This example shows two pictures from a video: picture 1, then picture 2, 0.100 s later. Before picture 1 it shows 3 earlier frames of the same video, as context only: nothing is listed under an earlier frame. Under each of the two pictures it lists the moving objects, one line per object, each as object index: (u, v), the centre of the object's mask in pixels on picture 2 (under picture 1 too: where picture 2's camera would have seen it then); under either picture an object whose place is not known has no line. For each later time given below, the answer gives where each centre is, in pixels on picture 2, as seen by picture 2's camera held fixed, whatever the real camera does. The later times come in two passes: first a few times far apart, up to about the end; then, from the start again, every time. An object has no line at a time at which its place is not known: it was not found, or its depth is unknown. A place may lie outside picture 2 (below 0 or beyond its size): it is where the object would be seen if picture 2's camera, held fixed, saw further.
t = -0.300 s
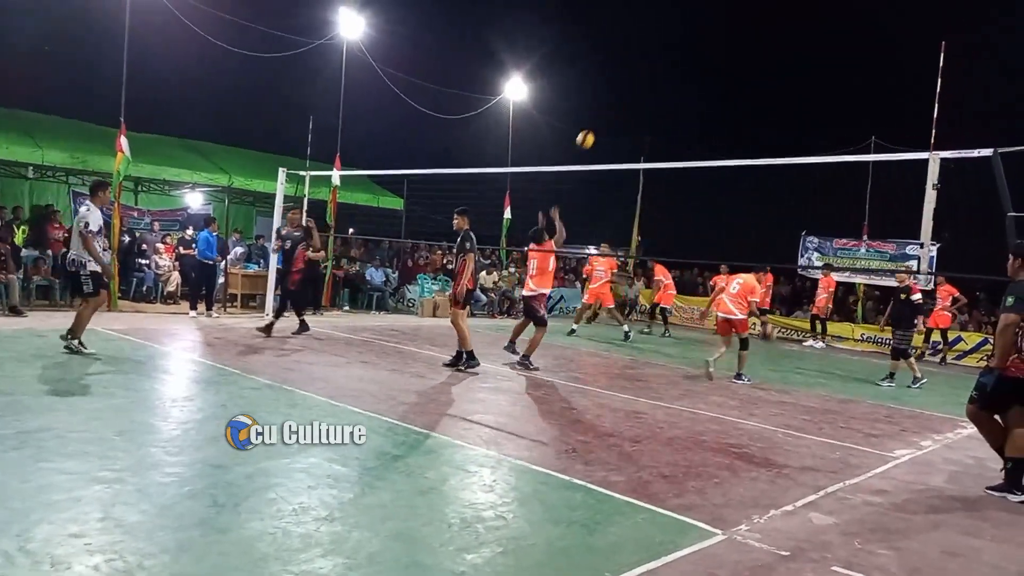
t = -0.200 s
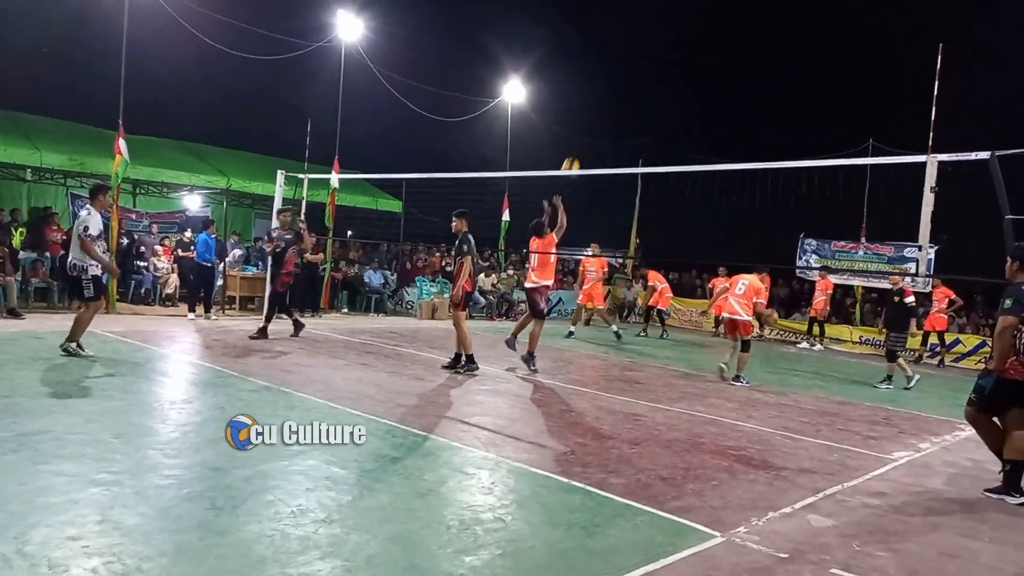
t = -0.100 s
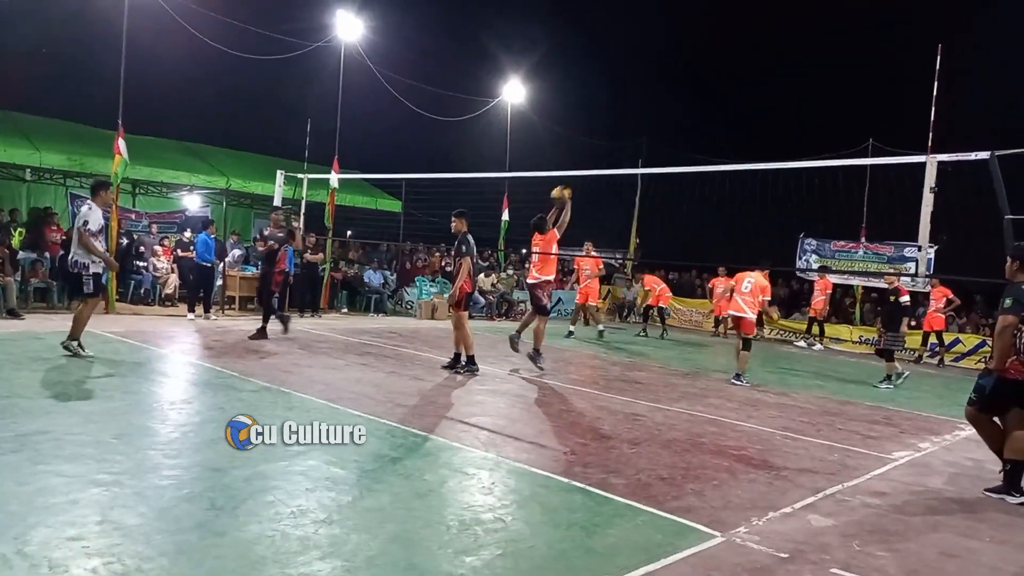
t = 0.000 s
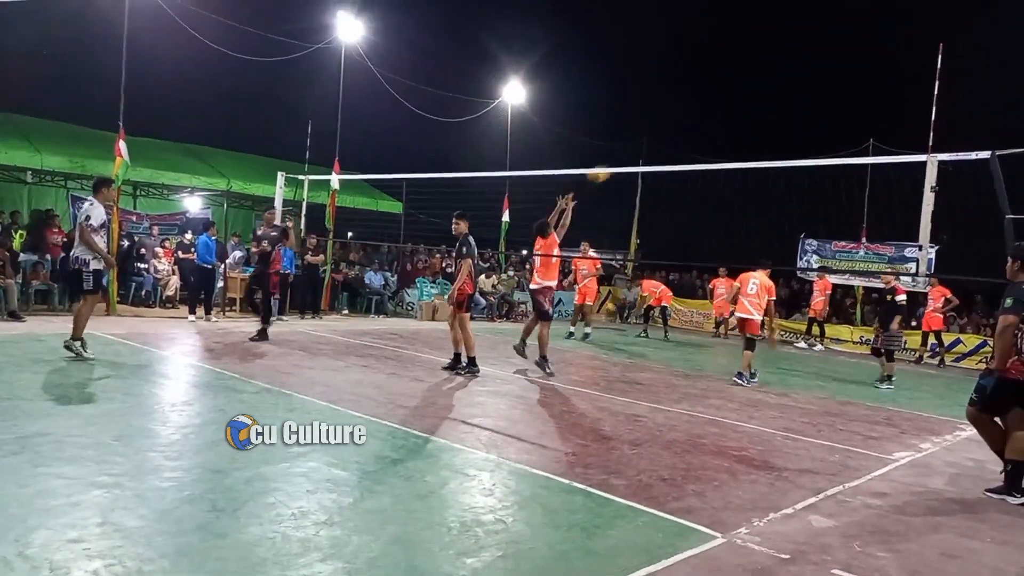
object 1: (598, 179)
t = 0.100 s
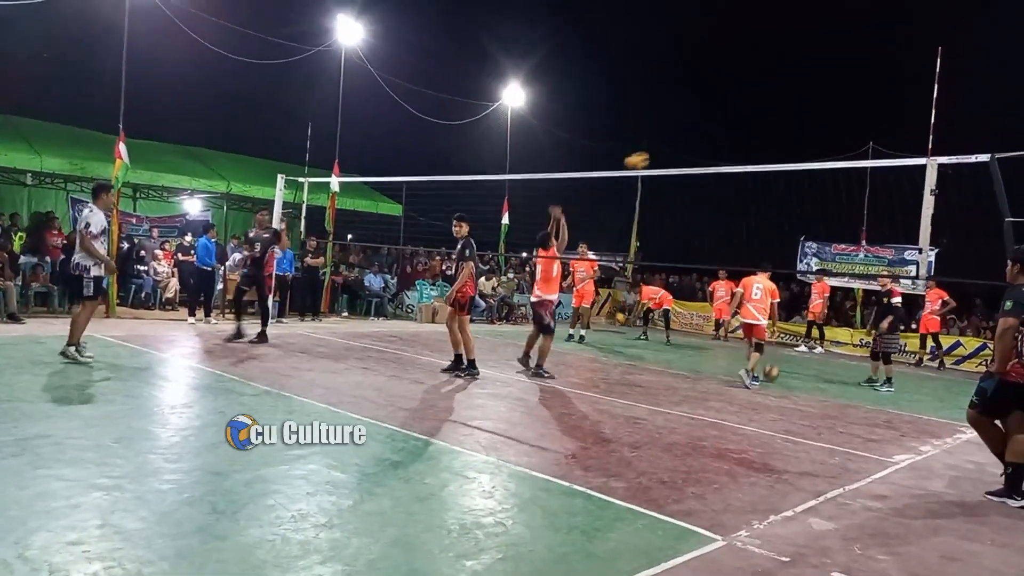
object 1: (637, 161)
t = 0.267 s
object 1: (697, 153)
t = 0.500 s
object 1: (775, 177)
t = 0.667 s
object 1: (823, 216)
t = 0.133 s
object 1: (649, 158)
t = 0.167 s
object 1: (662, 155)
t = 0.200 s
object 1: (674, 153)
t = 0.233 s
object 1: (686, 153)
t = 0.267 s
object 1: (697, 153)
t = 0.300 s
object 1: (709, 154)
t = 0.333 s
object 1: (720, 155)
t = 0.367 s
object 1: (731, 157)
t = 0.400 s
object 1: (741, 159)
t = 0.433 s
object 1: (752, 161)
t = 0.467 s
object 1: (766, 172)
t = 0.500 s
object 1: (775, 177)
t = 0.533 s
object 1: (784, 182)
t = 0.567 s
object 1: (794, 189)
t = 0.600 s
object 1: (803, 198)
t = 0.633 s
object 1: (813, 207)
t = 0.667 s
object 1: (823, 216)
